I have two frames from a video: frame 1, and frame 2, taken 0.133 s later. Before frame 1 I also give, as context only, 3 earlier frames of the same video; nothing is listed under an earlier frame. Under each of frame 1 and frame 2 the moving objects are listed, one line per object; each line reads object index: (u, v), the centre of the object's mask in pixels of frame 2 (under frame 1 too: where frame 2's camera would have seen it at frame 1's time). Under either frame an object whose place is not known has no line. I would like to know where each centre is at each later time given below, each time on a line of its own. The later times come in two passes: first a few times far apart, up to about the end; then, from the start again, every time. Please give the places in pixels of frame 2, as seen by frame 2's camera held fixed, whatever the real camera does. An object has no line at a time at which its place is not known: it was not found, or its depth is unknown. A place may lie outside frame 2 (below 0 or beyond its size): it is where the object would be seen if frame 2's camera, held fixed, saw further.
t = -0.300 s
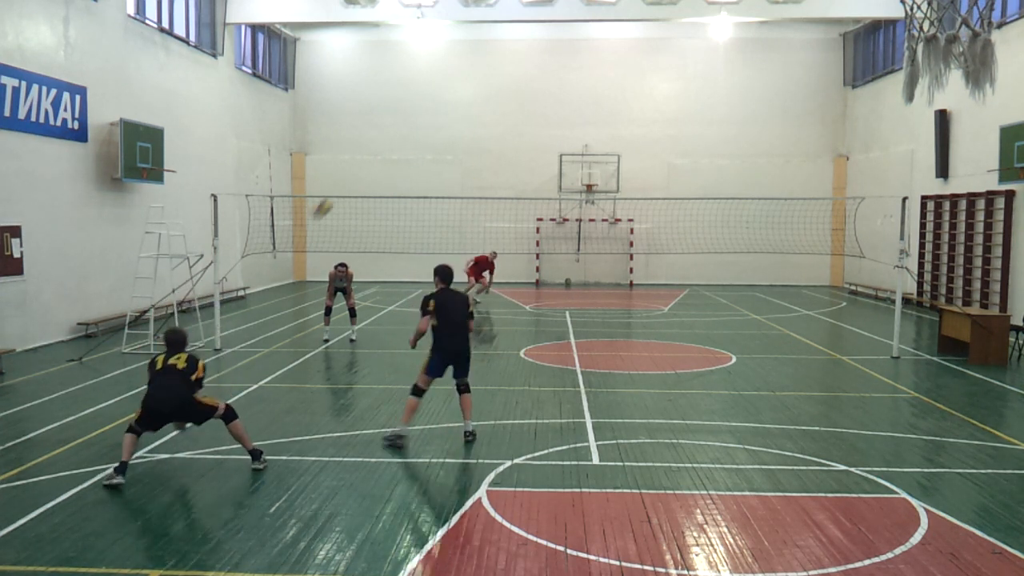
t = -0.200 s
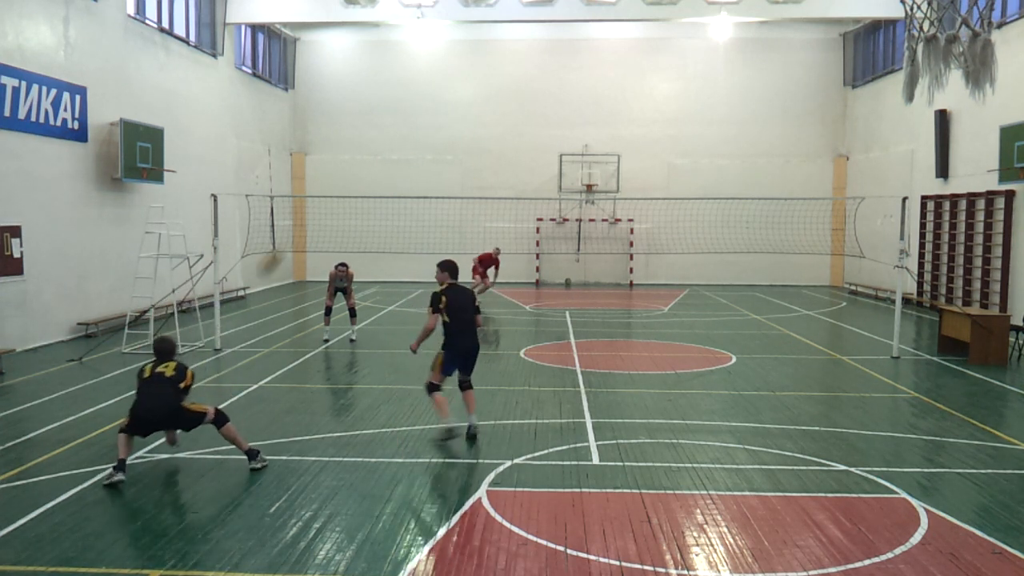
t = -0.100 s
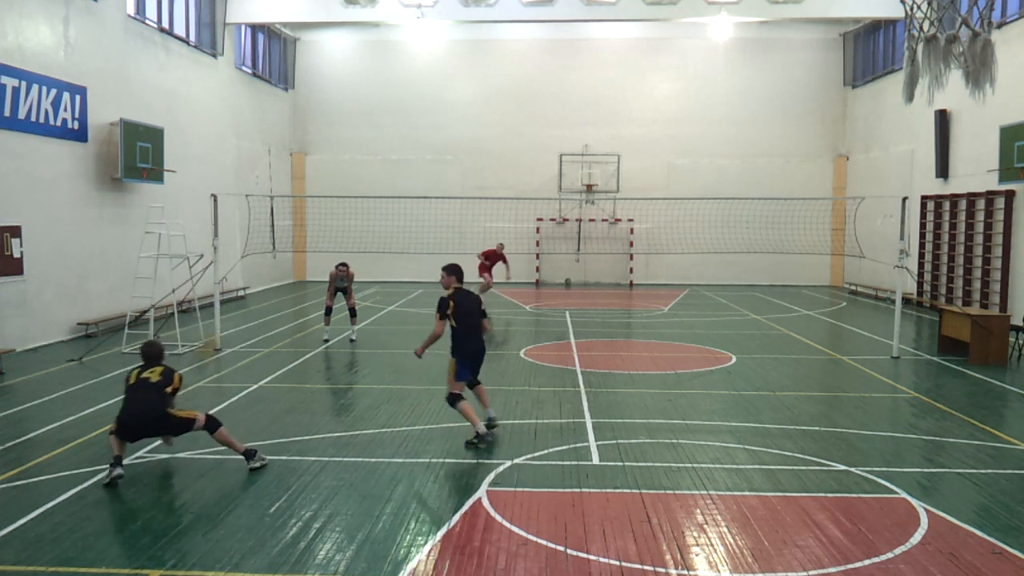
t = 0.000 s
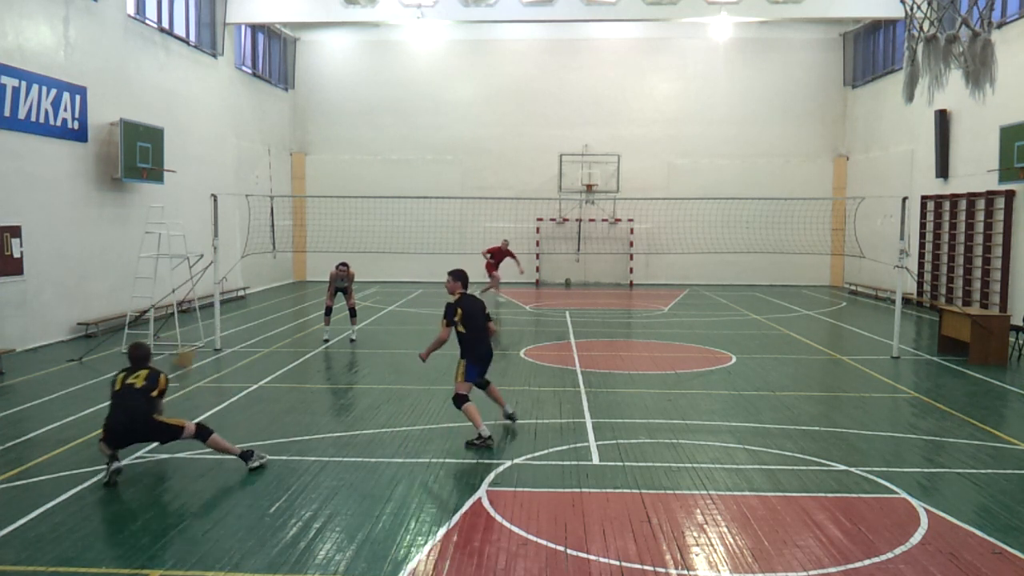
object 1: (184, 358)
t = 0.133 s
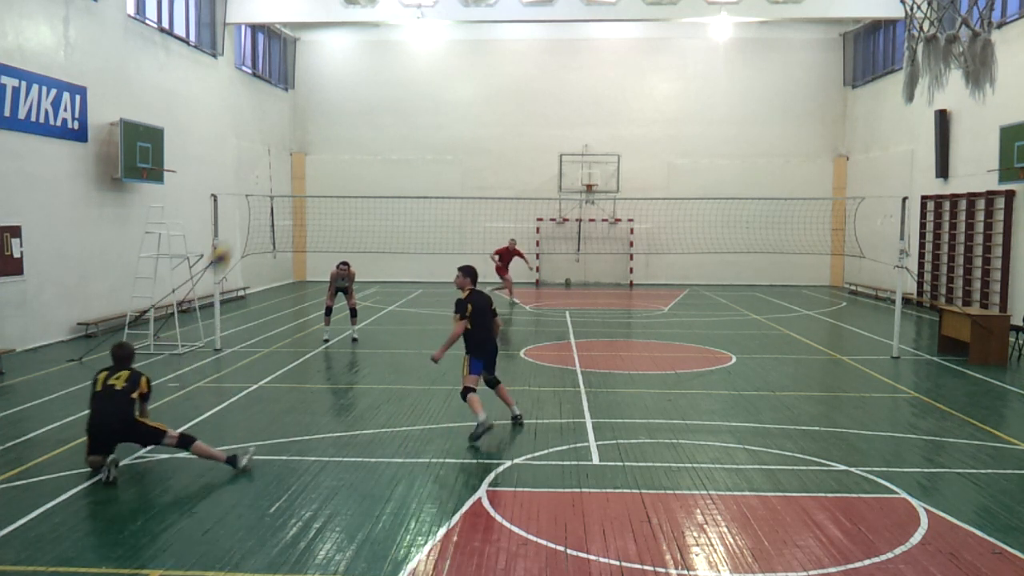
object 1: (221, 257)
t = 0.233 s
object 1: (245, 198)
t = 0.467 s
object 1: (300, 109)
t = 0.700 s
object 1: (345, 78)
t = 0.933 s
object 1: (386, 92)
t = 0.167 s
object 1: (229, 237)
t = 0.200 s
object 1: (237, 216)
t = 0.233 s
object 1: (245, 198)
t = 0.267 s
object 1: (254, 180)
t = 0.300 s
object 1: (261, 164)
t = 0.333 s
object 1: (269, 153)
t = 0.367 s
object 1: (277, 139)
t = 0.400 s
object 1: (285, 127)
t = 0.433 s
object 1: (292, 118)
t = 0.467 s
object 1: (300, 109)
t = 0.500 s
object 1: (306, 101)
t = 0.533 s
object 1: (313, 94)
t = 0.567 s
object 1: (320, 89)
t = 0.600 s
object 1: (326, 85)
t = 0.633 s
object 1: (333, 82)
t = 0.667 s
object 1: (339, 79)
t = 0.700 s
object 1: (345, 78)
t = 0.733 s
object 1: (351, 77)
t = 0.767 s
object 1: (357, 77)
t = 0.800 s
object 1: (363, 79)
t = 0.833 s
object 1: (369, 81)
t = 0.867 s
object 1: (374, 84)
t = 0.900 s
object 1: (380, 87)
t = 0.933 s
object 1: (386, 92)
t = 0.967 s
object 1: (391, 97)
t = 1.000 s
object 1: (396, 103)
